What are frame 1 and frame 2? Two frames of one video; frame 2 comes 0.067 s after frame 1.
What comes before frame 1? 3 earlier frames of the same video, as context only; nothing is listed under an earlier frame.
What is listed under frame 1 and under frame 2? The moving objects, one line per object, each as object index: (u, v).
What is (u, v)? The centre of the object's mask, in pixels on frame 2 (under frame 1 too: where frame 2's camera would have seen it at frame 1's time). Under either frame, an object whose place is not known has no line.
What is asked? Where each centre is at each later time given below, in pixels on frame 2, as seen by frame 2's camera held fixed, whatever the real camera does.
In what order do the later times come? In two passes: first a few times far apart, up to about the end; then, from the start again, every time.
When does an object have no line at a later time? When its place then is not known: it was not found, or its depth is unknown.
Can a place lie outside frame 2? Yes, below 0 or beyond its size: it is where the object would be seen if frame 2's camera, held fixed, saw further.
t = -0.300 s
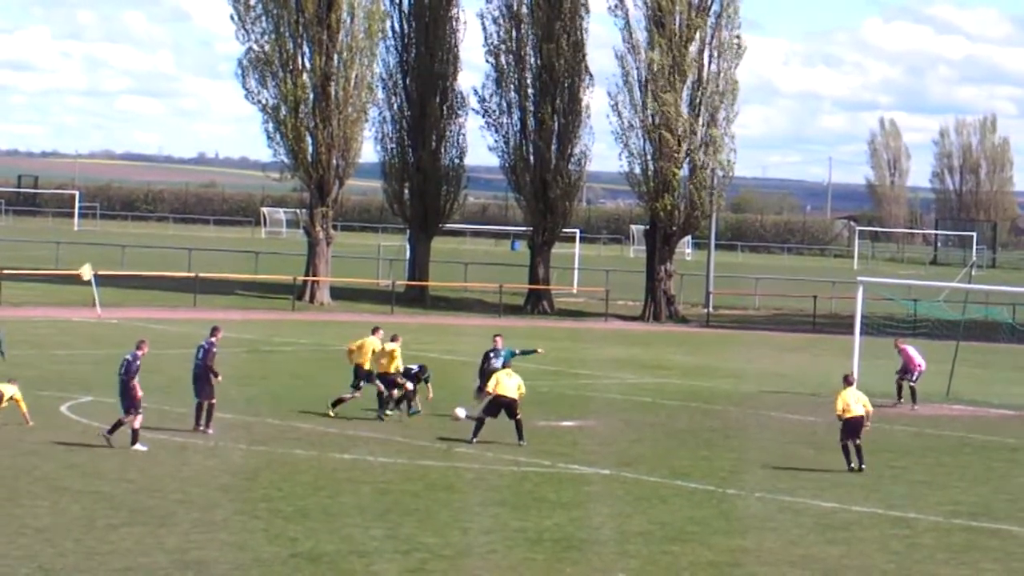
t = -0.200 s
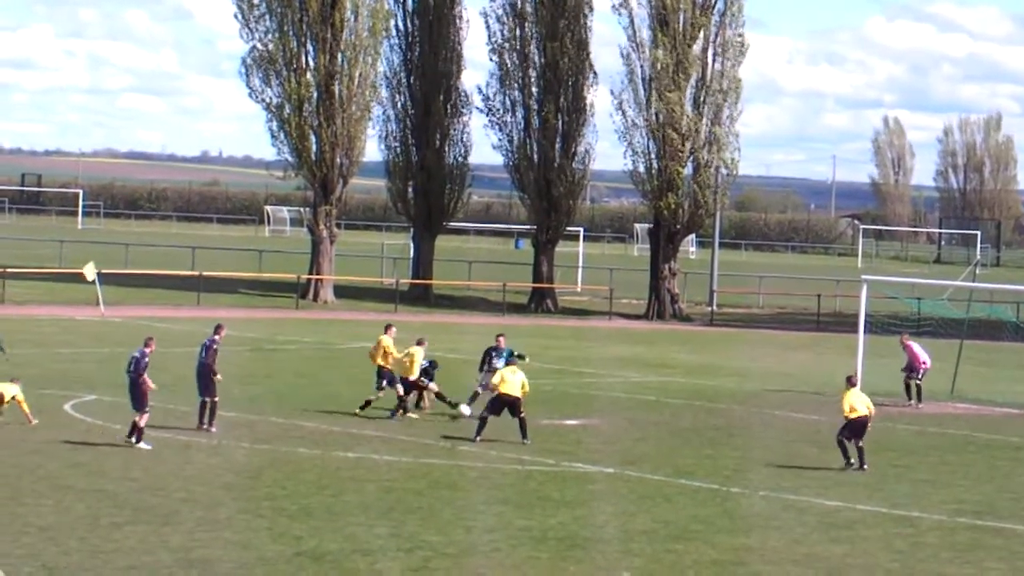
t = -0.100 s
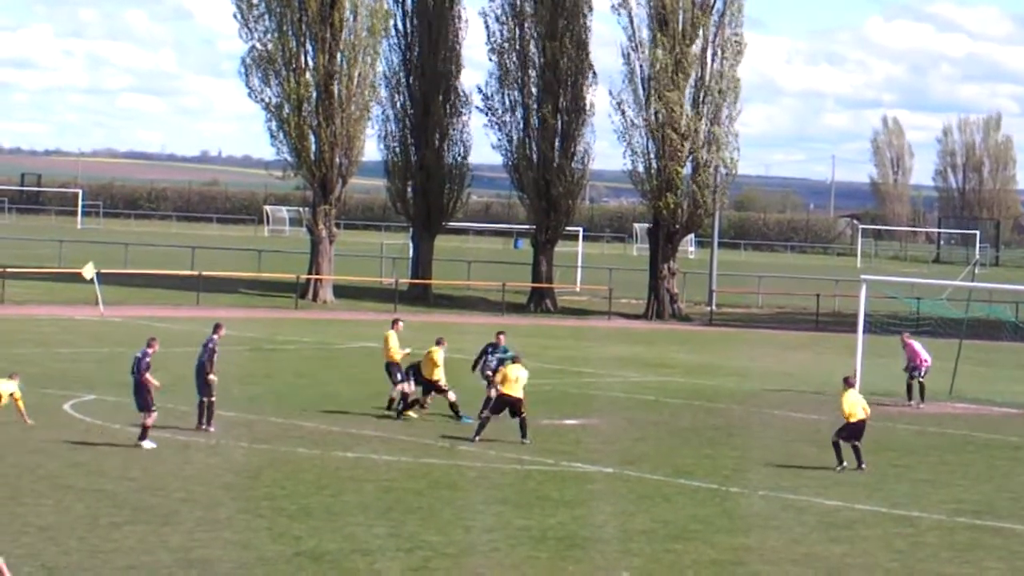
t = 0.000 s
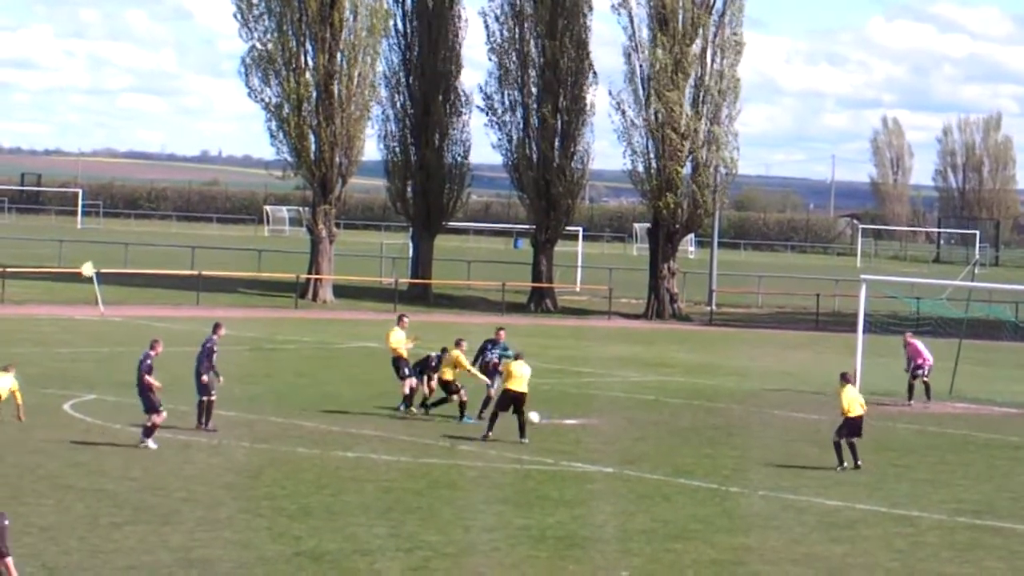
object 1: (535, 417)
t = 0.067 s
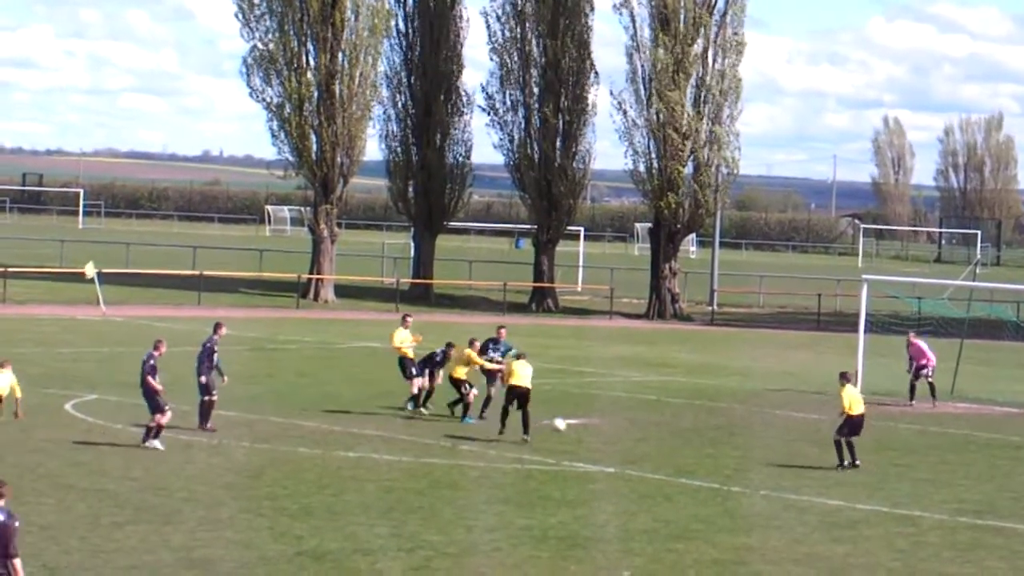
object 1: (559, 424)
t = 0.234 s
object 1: (620, 452)
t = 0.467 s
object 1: (690, 471)
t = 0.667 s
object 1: (739, 480)
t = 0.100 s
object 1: (572, 428)
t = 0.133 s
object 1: (584, 434)
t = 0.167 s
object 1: (597, 439)
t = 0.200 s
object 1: (607, 445)
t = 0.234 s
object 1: (620, 452)
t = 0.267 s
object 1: (632, 460)
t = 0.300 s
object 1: (643, 469)
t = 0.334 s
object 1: (654, 477)
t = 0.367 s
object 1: (664, 479)
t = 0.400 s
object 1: (673, 476)
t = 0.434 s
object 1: (681, 472)
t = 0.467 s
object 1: (690, 471)
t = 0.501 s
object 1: (699, 470)
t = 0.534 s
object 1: (707, 470)
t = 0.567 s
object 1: (716, 470)
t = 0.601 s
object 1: (724, 472)
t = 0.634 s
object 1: (732, 475)
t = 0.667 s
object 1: (739, 480)
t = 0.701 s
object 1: (748, 484)
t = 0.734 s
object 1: (756, 490)
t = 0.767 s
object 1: (764, 498)
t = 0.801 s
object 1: (772, 507)
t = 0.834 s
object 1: (780, 516)
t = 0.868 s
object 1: (788, 527)
